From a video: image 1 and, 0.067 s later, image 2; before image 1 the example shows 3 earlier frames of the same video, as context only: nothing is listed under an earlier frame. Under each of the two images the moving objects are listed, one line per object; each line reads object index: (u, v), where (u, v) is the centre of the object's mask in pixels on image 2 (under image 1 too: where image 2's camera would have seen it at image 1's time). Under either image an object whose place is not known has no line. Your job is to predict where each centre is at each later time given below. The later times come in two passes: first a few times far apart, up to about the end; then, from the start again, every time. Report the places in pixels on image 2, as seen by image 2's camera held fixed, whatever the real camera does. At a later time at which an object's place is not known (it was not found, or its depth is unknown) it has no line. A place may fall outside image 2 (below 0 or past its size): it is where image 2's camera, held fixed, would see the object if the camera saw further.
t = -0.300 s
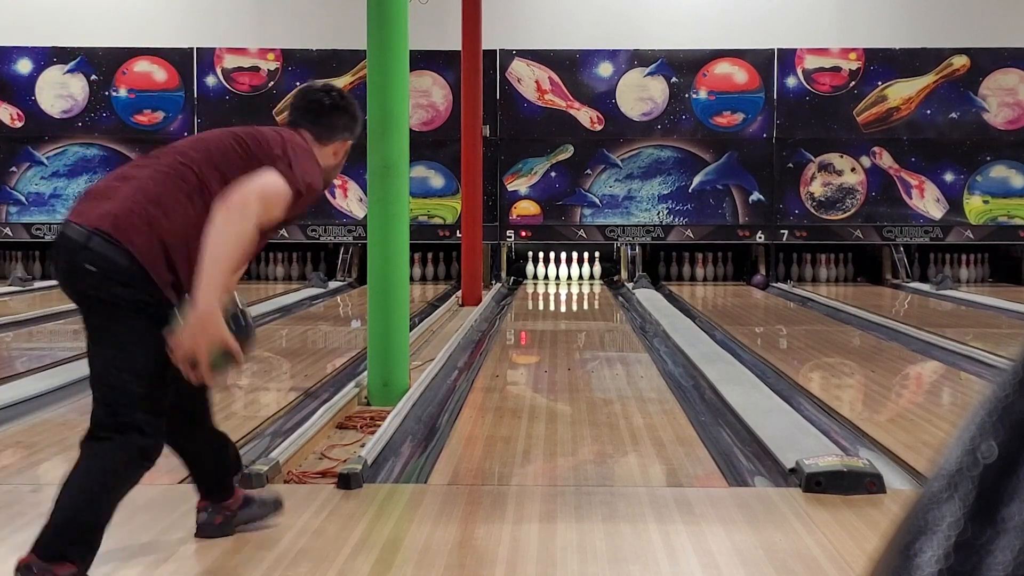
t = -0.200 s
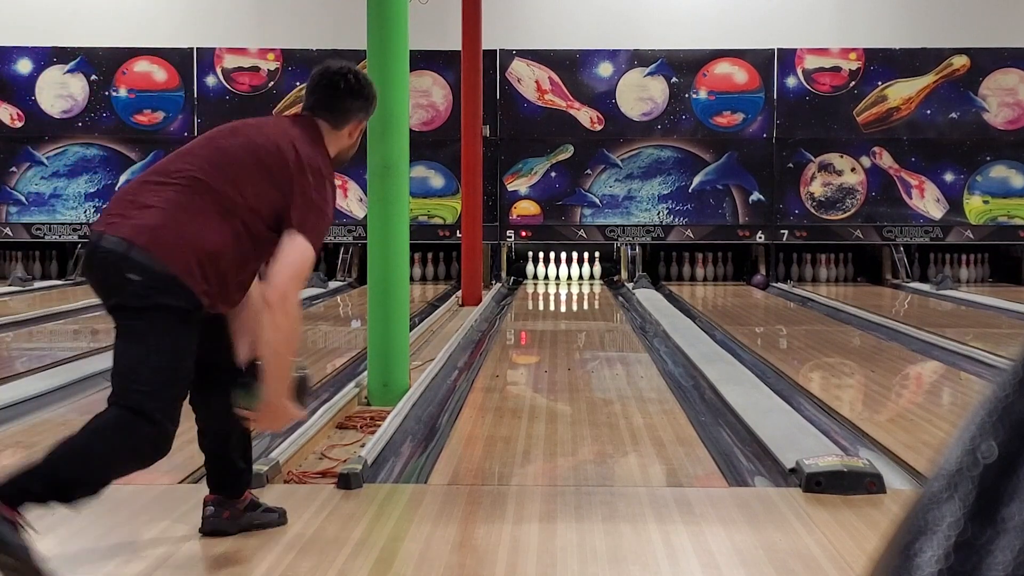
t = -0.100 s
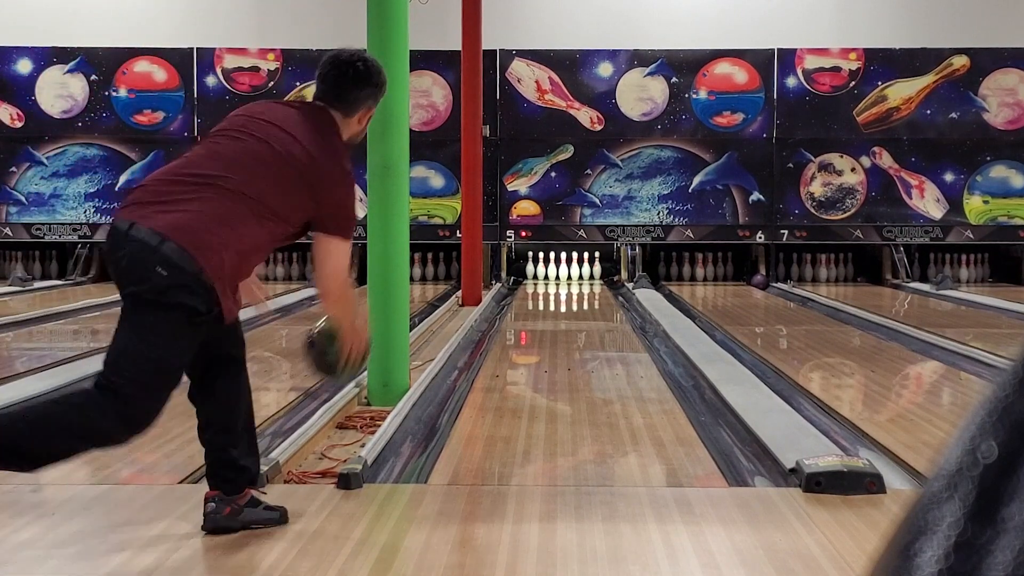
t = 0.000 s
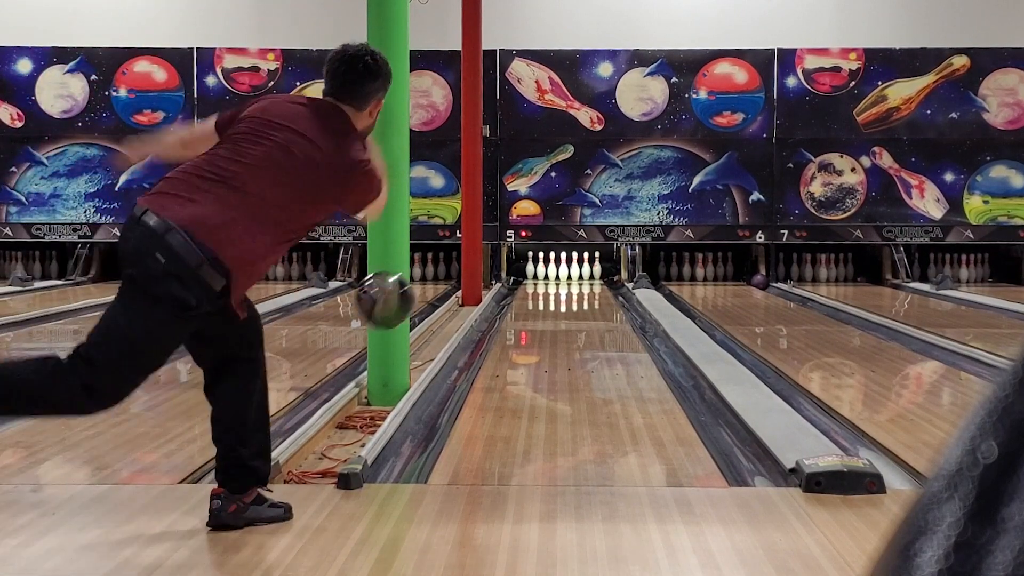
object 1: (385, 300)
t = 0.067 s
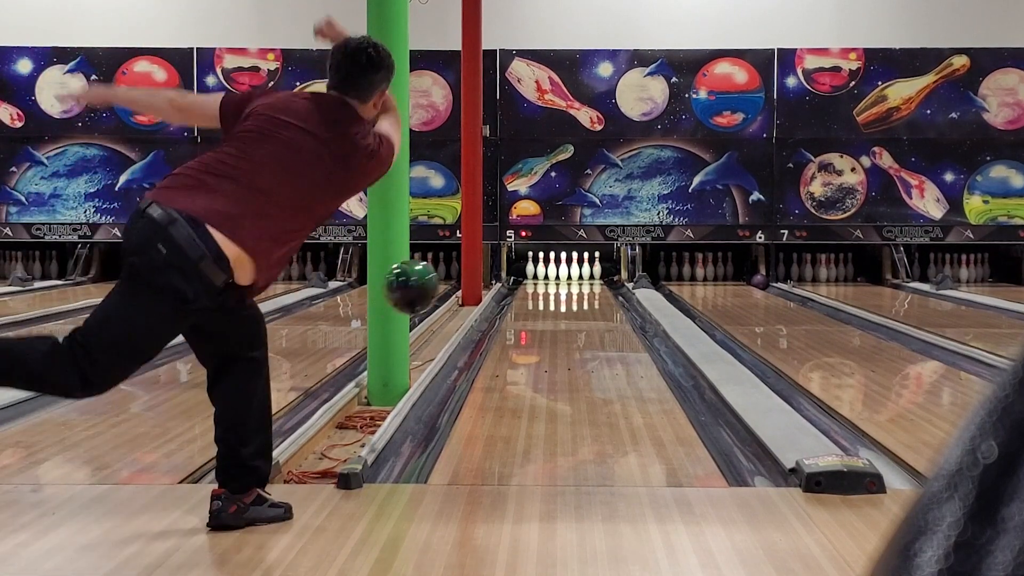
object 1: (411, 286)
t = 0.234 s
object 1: (463, 301)
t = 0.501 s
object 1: (520, 357)
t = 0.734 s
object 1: (552, 337)
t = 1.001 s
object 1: (576, 320)
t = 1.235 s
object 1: (588, 308)
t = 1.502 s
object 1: (594, 298)
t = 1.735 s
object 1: (596, 291)
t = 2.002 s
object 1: (593, 284)
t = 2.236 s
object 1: (584, 279)
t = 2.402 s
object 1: (576, 276)
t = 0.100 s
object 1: (423, 285)
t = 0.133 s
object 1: (434, 284)
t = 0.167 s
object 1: (444, 288)
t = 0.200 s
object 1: (453, 294)
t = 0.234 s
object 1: (463, 301)
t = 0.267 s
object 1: (471, 311)
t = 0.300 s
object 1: (480, 322)
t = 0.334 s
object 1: (488, 334)
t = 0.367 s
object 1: (494, 349)
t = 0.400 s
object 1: (501, 365)
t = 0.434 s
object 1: (508, 365)
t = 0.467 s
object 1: (514, 360)
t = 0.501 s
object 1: (520, 357)
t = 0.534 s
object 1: (525, 356)
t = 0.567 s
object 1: (530, 352)
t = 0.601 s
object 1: (535, 349)
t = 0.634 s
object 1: (540, 345)
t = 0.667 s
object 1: (544, 343)
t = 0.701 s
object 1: (548, 340)
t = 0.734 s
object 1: (552, 337)
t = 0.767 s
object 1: (556, 335)
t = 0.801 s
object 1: (559, 333)
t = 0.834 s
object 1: (562, 330)
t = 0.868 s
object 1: (566, 328)
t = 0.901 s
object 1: (569, 326)
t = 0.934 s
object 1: (571, 325)
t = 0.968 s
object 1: (574, 322)
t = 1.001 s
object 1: (576, 320)
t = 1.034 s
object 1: (578, 318)
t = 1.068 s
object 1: (580, 317)
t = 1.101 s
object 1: (582, 315)
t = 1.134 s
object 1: (584, 314)
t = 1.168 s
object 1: (585, 311)
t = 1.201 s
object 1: (587, 310)
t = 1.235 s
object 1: (588, 308)
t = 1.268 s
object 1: (589, 307)
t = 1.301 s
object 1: (590, 305)
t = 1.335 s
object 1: (590, 304)
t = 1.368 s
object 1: (592, 303)
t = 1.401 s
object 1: (593, 302)
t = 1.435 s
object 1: (593, 301)
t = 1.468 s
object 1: (594, 300)
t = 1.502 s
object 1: (594, 298)
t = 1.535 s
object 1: (595, 297)
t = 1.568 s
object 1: (595, 296)
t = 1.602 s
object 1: (596, 295)
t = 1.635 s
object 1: (596, 294)
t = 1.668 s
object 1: (596, 293)
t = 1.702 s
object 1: (596, 292)
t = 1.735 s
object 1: (596, 291)
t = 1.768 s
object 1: (597, 290)
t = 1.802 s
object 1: (596, 289)
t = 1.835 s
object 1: (596, 289)
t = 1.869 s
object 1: (596, 288)
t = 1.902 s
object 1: (595, 287)
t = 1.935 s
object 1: (594, 286)
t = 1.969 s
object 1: (594, 285)
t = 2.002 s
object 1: (593, 284)
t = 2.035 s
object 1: (592, 283)
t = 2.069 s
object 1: (591, 282)
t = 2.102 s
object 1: (590, 281)
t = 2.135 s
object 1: (589, 281)
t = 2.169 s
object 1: (588, 280)
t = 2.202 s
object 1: (587, 279)
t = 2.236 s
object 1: (584, 279)
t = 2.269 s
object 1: (583, 278)
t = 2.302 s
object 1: (581, 277)
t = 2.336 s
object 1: (579, 277)
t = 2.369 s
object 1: (578, 276)
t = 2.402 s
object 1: (576, 276)
